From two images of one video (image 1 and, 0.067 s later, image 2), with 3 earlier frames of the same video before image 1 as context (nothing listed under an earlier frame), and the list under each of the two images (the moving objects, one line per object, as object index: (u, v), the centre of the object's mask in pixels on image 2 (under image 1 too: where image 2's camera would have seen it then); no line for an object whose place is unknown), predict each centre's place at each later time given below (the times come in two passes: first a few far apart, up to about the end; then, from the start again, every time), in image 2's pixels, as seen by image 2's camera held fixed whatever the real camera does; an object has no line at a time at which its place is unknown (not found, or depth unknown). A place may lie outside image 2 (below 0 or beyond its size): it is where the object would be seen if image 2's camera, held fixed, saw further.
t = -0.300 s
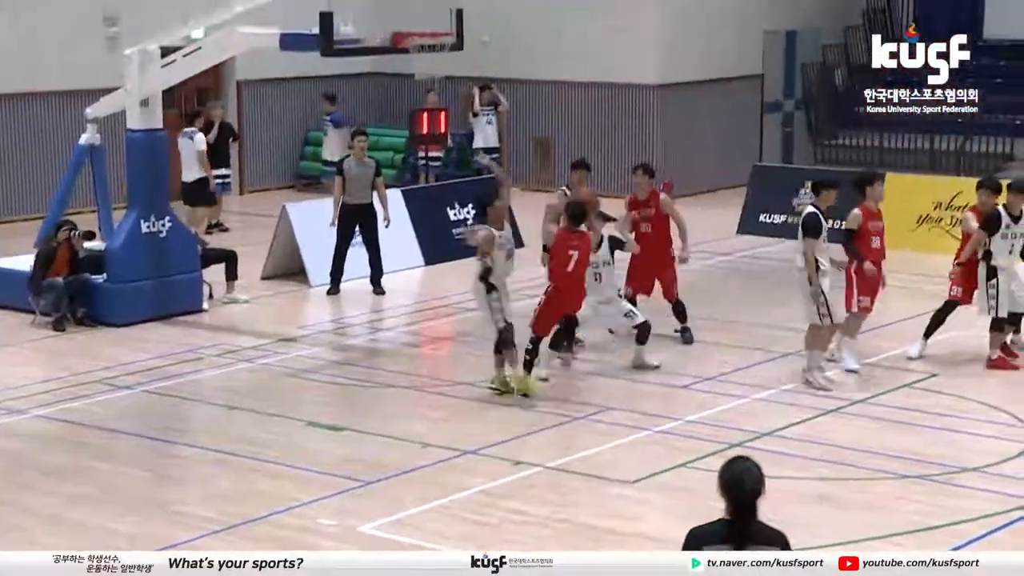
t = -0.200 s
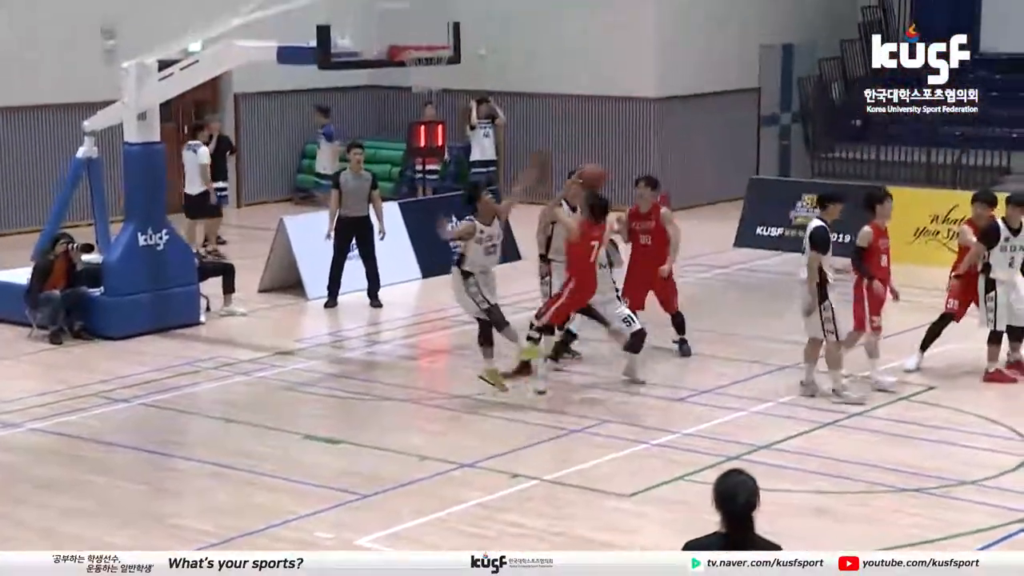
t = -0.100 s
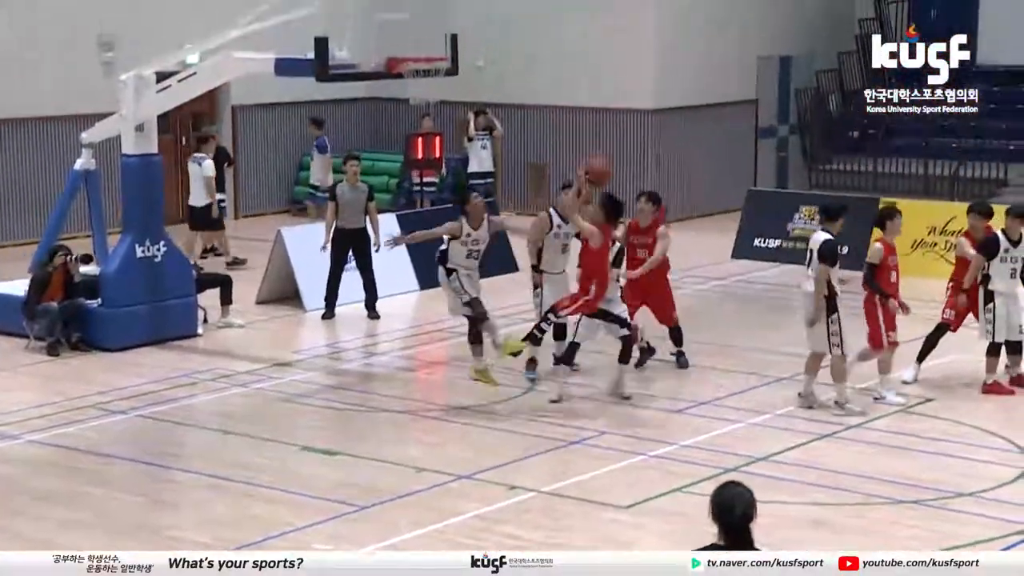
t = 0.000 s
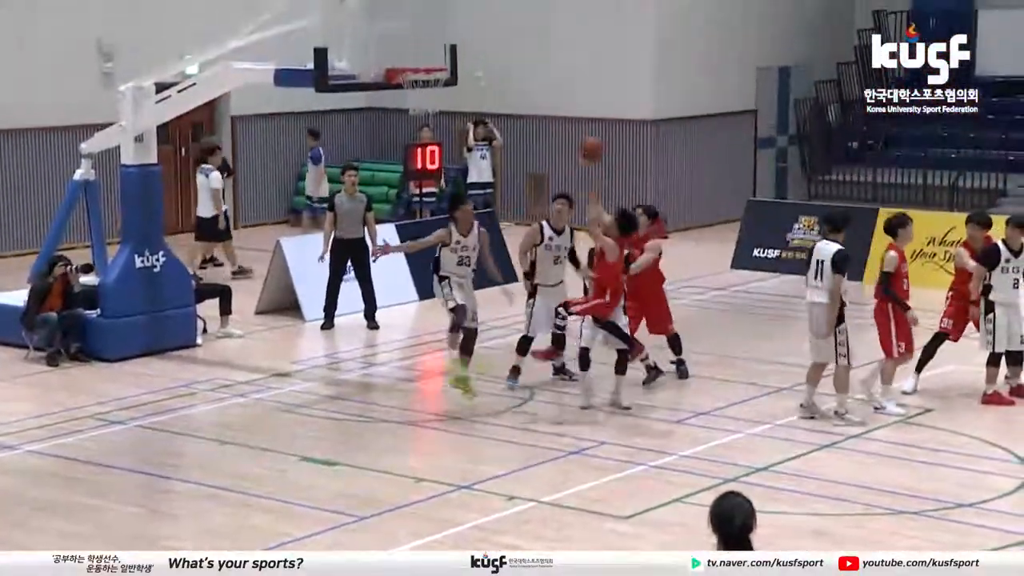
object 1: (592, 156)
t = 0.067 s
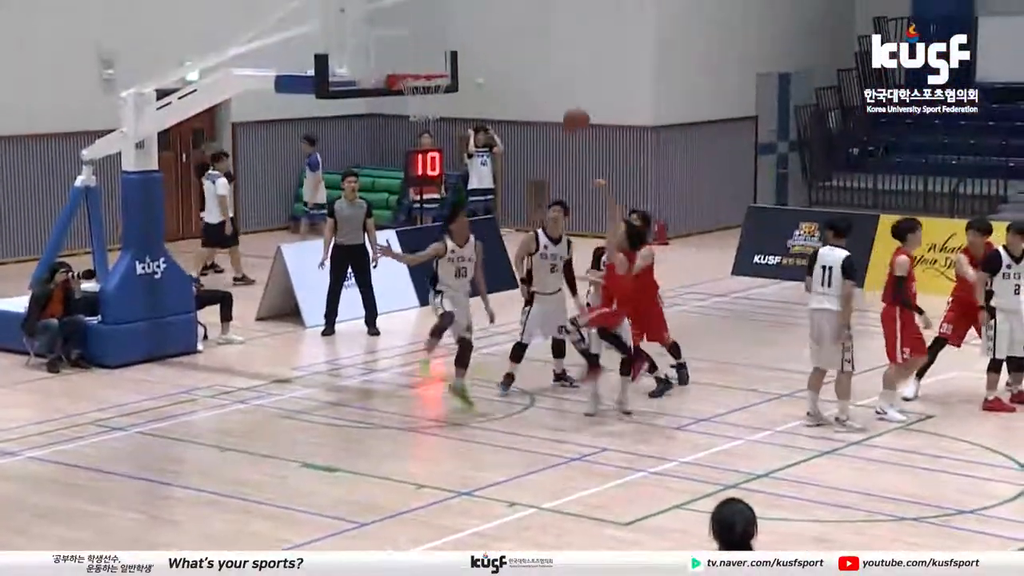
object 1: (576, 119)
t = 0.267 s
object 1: (528, 54)
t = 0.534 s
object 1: (464, 33)
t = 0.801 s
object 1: (413, 80)
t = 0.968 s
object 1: (414, 106)
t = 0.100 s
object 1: (568, 106)
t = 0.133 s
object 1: (560, 93)
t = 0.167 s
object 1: (552, 81)
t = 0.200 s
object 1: (544, 71)
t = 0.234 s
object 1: (536, 61)
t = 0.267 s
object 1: (528, 54)
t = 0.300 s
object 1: (520, 47)
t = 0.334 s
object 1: (512, 41)
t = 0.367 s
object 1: (504, 36)
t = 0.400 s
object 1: (496, 34)
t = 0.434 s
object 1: (488, 31)
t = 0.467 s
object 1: (480, 31)
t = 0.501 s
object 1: (472, 31)
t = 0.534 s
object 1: (464, 33)
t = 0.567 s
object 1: (457, 36)
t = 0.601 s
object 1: (449, 39)
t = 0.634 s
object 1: (442, 45)
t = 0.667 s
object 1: (434, 52)
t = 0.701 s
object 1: (426, 60)
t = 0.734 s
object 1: (420, 69)
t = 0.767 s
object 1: (415, 69)
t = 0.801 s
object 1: (413, 80)
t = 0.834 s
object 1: (409, 89)
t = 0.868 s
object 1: (409, 93)
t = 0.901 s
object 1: (409, 96)
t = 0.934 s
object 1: (410, 101)
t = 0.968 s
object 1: (414, 106)
